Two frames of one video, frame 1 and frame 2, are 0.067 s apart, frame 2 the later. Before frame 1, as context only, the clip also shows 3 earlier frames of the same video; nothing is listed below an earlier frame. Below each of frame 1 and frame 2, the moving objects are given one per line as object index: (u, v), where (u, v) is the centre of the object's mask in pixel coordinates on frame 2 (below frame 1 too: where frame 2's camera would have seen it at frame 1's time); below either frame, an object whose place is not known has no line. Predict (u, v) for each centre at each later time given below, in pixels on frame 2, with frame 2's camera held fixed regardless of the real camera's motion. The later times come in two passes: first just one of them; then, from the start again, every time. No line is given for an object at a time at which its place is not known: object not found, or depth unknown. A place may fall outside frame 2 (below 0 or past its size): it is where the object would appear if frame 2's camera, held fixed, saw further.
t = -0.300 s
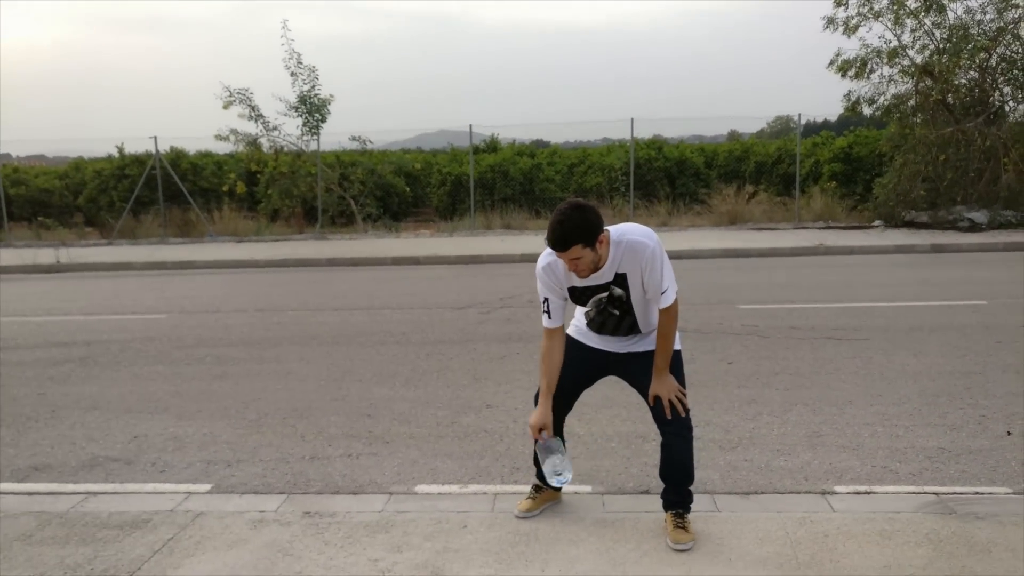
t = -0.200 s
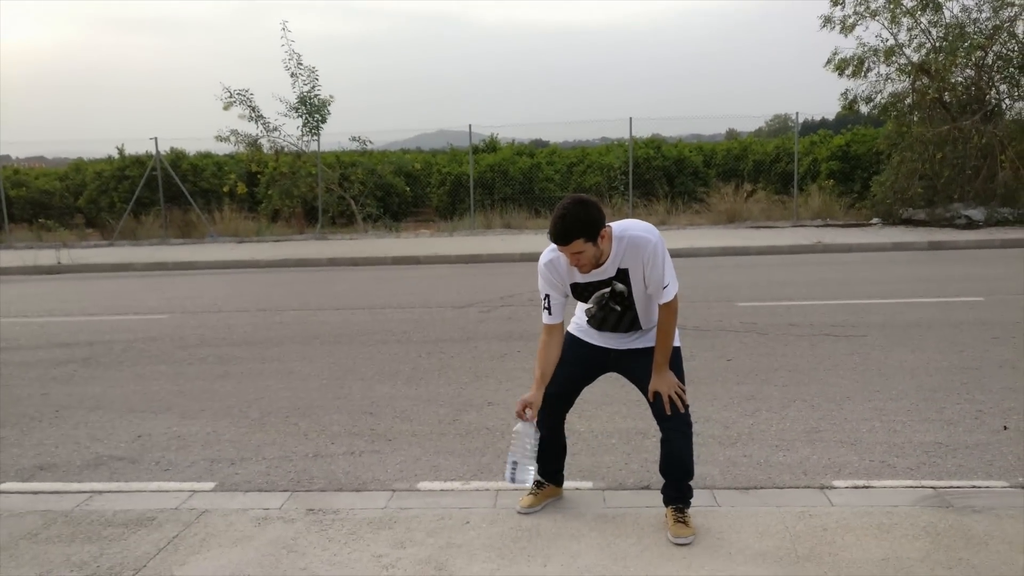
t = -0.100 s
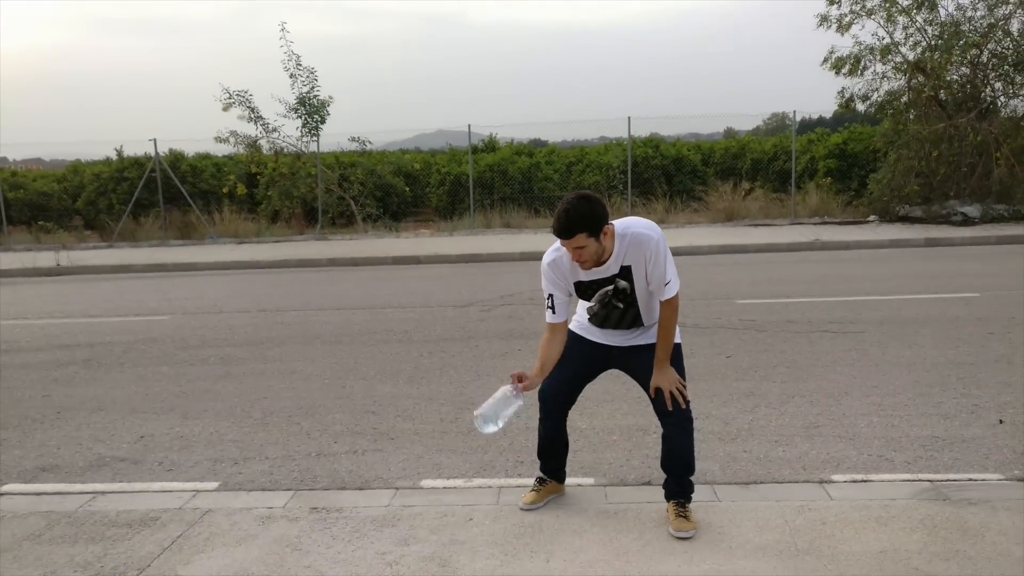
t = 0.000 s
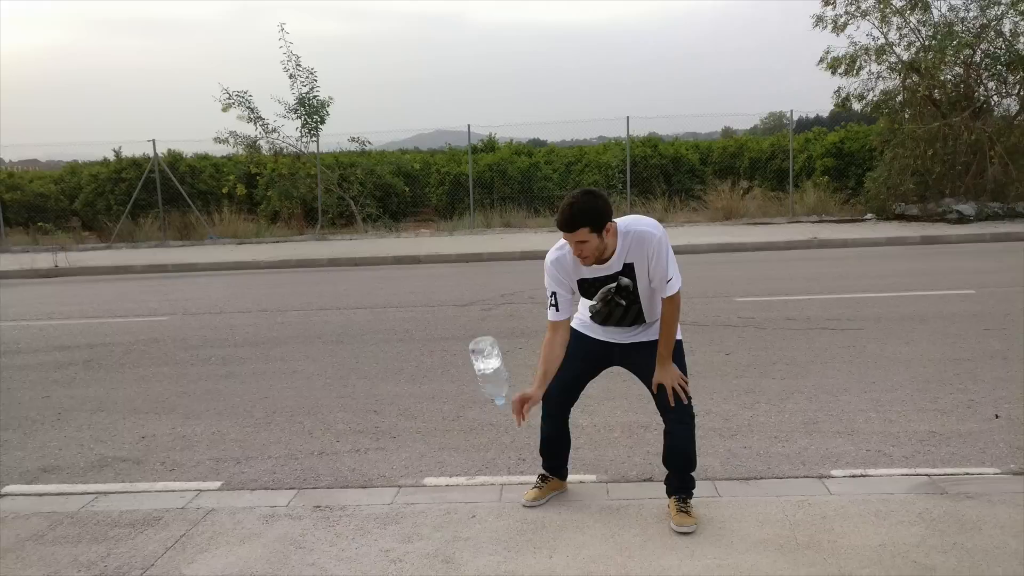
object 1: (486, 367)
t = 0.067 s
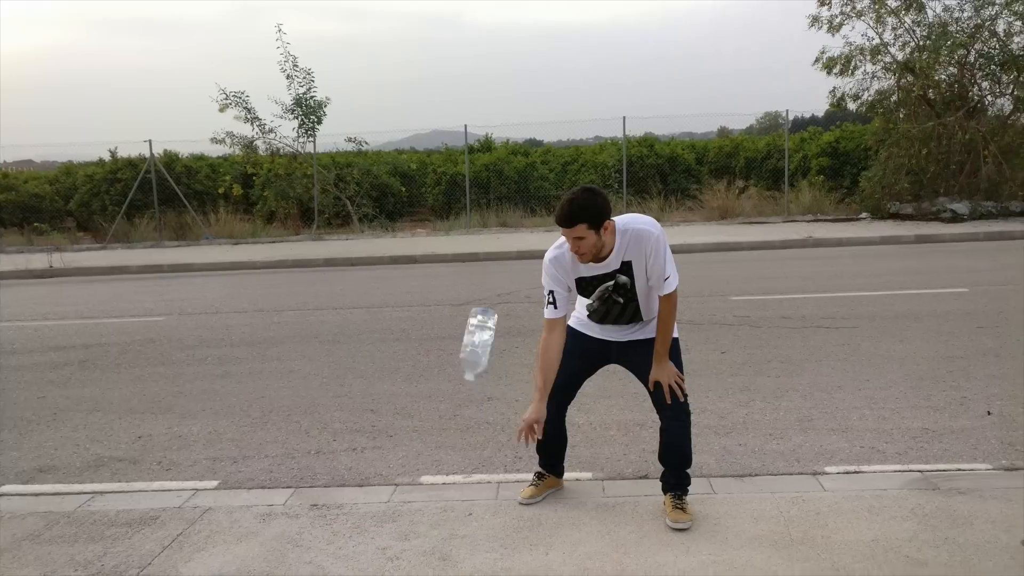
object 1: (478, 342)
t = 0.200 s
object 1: (476, 310)
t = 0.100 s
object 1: (475, 328)
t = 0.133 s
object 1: (475, 318)
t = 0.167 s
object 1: (475, 312)
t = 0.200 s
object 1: (476, 310)
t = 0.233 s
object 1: (476, 311)
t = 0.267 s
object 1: (477, 317)
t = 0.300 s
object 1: (478, 326)
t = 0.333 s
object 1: (478, 338)
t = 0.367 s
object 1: (478, 354)
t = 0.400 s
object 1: (478, 373)
